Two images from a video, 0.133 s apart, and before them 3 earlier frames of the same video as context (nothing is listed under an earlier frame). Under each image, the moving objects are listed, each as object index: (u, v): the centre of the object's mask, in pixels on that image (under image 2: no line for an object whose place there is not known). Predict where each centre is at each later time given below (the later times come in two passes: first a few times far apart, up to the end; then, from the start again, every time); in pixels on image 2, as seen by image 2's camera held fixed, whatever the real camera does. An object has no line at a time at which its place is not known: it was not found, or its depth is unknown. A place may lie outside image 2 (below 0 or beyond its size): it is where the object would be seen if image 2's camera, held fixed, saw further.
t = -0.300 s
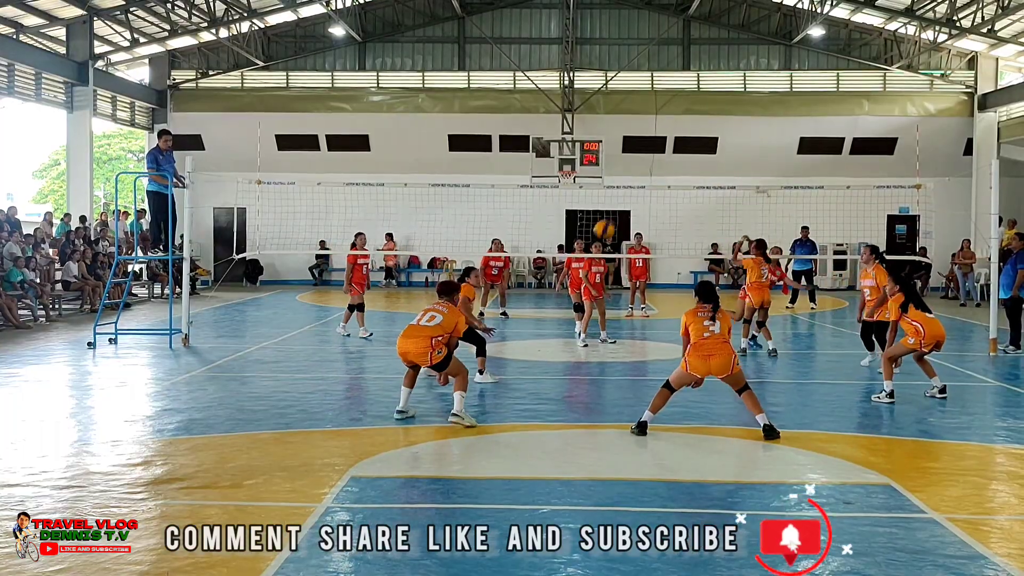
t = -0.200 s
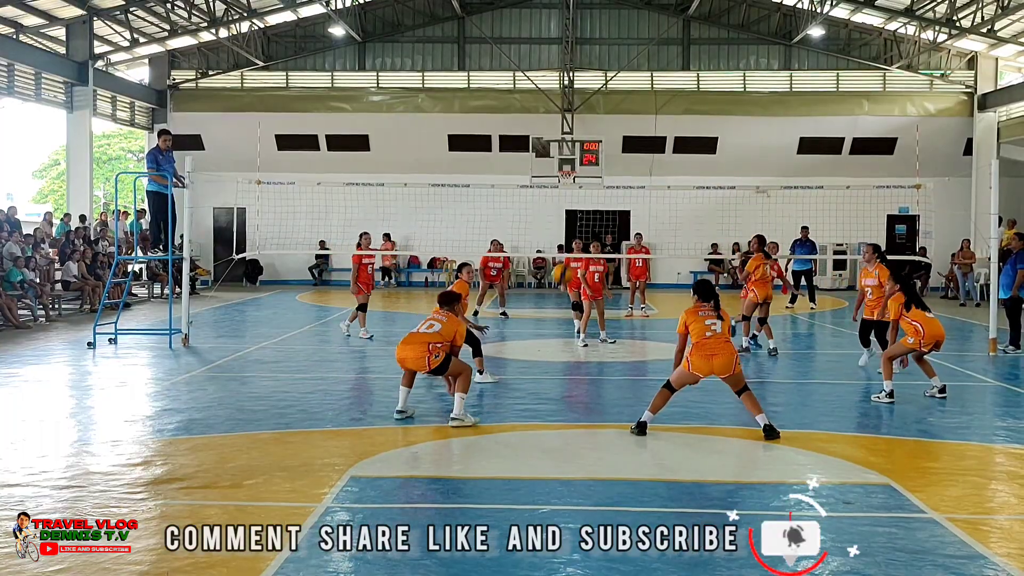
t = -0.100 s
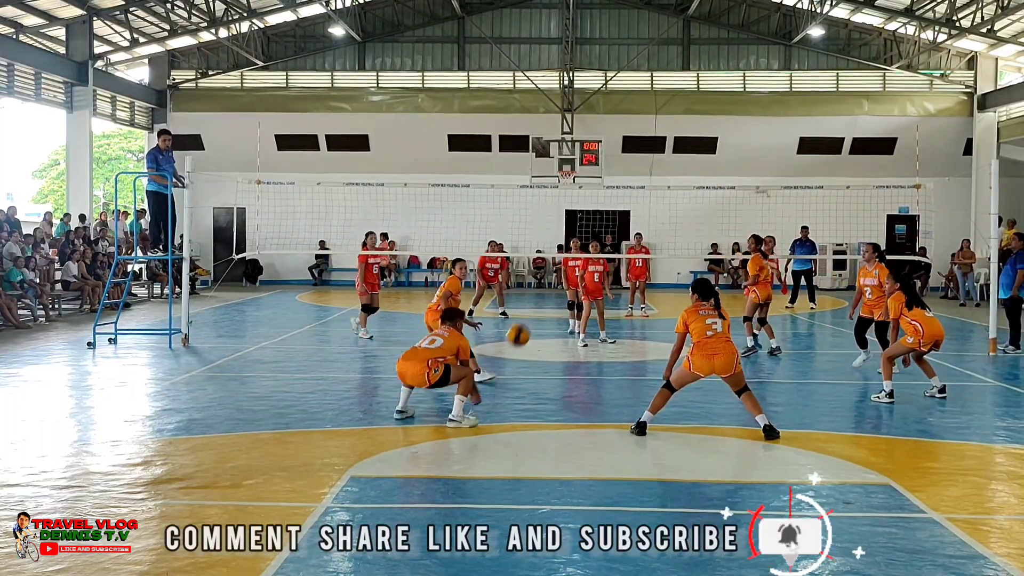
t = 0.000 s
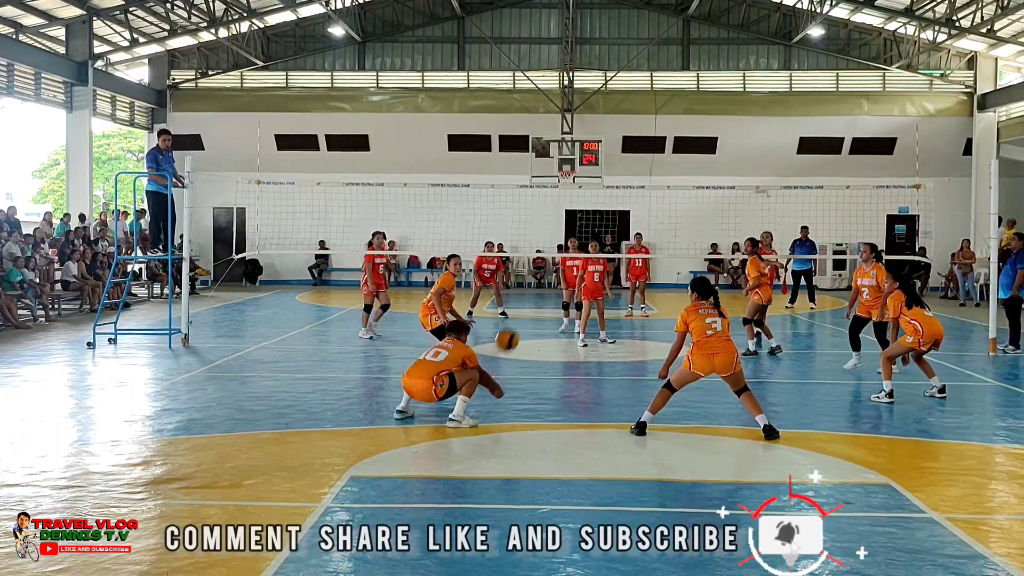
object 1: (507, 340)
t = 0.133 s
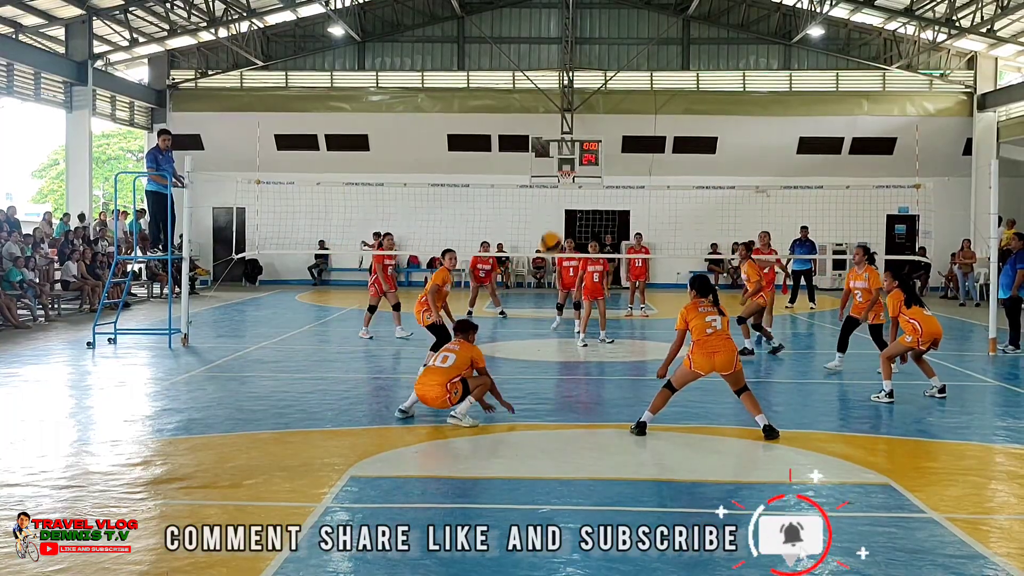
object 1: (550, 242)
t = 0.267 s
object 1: (590, 169)
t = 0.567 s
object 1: (668, 78)
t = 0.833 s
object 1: (727, 73)
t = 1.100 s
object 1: (778, 131)
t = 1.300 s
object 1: (811, 208)
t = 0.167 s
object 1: (561, 222)
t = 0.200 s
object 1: (571, 204)
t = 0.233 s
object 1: (581, 185)
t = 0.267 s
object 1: (590, 169)
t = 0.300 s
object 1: (600, 154)
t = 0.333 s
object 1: (609, 140)
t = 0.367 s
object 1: (617, 127)
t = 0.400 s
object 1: (627, 116)
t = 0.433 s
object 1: (635, 106)
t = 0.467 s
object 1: (643, 98)
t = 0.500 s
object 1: (651, 90)
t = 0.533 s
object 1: (659, 83)
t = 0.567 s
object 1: (668, 78)
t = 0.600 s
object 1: (676, 73)
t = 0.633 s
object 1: (683, 70)
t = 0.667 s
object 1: (690, 68)
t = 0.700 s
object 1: (698, 67)
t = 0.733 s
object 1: (705, 68)
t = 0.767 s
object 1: (713, 68)
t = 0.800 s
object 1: (720, 70)
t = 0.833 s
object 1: (727, 73)
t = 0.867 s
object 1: (734, 78)
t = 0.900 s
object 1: (740, 82)
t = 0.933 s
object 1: (747, 88)
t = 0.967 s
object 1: (753, 96)
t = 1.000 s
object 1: (759, 103)
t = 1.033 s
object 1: (766, 111)
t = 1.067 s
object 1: (772, 121)
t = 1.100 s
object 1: (778, 131)
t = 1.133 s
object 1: (784, 142)
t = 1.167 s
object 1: (790, 154)
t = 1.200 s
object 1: (795, 166)
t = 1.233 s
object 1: (801, 179)
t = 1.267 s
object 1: (806, 193)
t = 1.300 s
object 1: (811, 208)
